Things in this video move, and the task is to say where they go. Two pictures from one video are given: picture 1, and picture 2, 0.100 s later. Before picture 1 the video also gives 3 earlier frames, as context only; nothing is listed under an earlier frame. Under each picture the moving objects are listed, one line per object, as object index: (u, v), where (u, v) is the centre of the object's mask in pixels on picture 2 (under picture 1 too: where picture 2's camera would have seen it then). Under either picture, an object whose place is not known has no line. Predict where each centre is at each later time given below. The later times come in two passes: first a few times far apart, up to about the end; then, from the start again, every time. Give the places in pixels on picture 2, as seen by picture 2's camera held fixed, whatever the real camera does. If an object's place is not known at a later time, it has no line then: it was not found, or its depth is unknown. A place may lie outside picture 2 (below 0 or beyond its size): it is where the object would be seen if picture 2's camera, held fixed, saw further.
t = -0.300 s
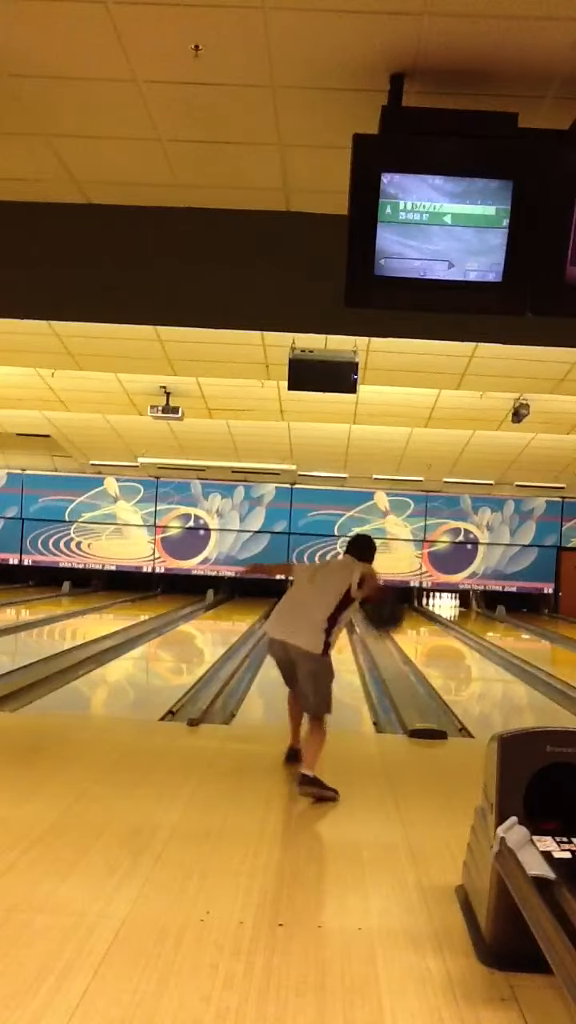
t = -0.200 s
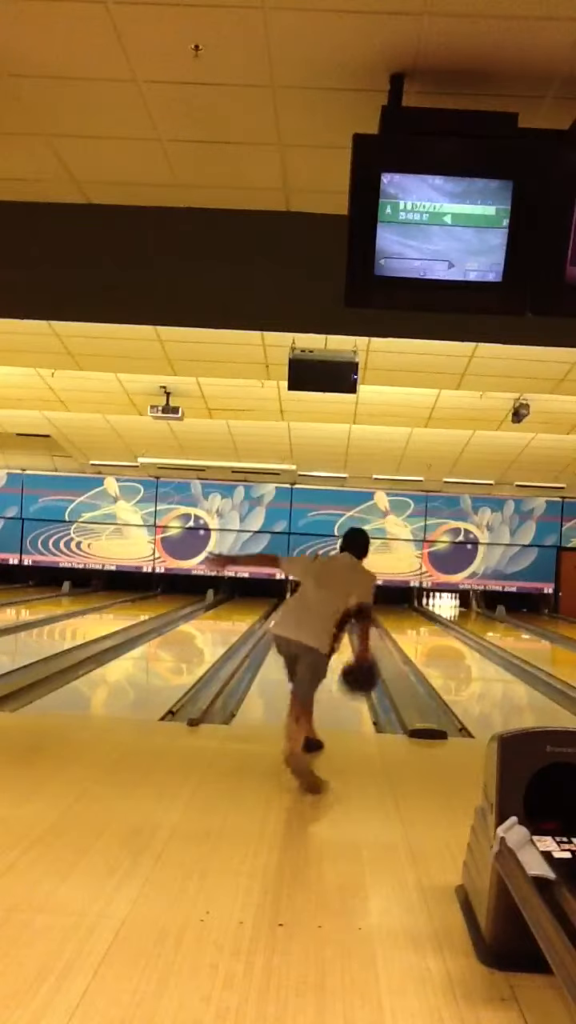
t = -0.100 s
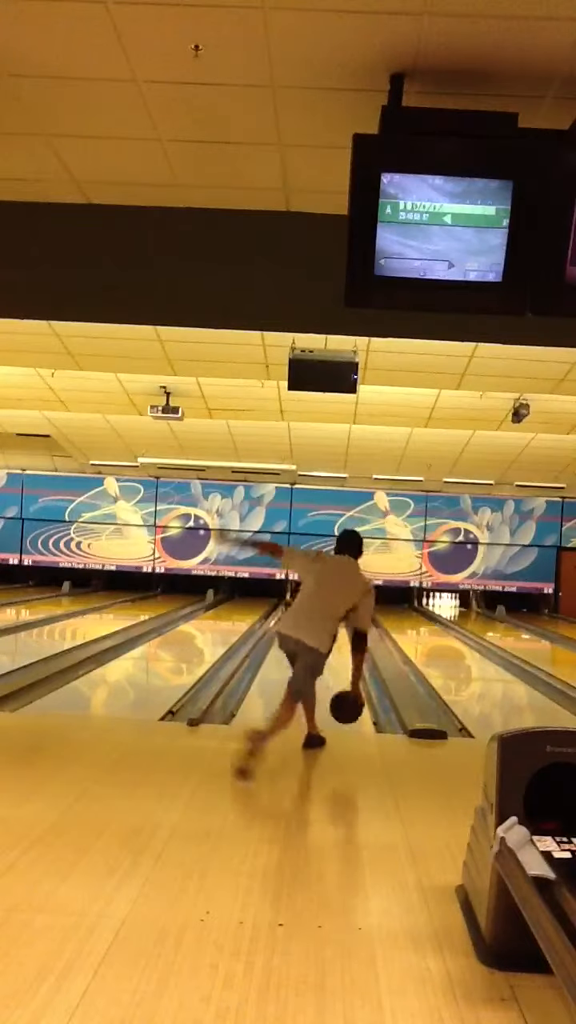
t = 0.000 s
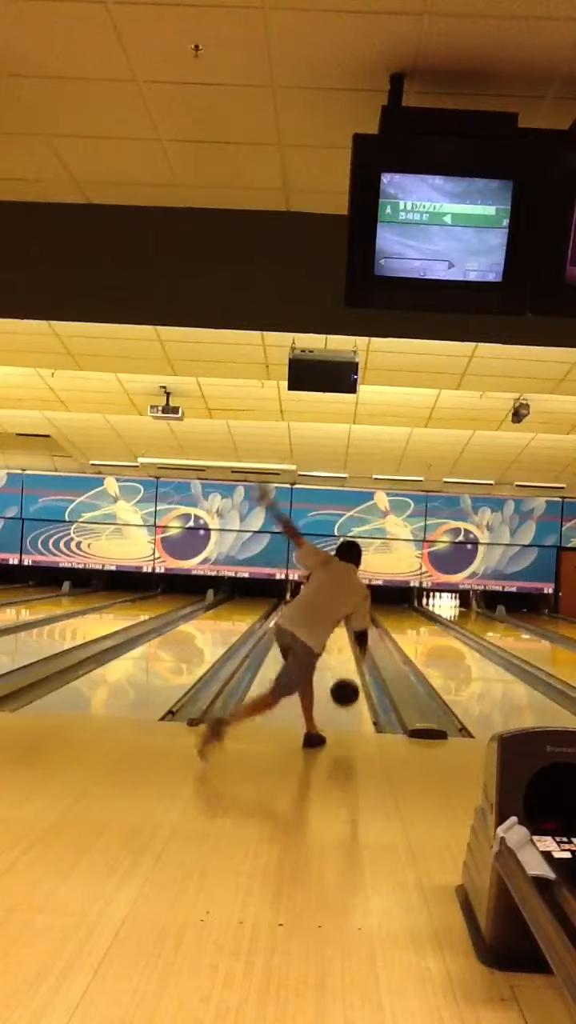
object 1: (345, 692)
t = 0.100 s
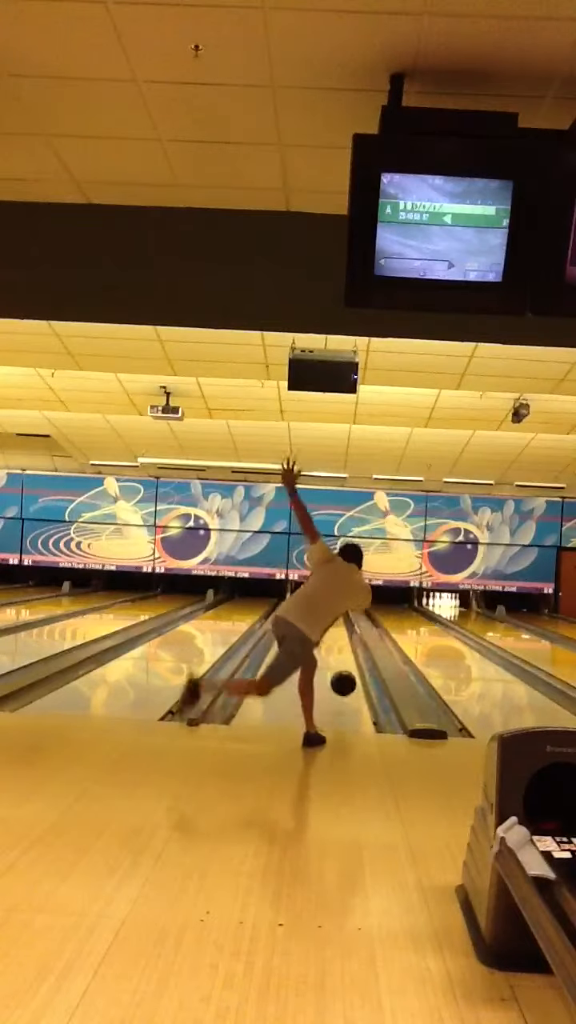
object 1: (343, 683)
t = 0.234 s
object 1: (341, 679)
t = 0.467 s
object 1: (338, 656)
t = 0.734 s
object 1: (336, 638)
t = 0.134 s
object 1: (342, 683)
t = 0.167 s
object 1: (342, 684)
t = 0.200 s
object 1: (341, 683)
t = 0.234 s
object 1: (341, 679)
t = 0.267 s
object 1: (340, 675)
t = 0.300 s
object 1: (340, 672)
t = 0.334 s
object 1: (340, 668)
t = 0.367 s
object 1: (340, 665)
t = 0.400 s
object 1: (339, 661)
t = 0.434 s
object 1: (339, 658)
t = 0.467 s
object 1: (338, 656)
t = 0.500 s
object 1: (338, 653)
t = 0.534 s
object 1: (338, 650)
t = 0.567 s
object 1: (337, 648)
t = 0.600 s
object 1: (337, 646)
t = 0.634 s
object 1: (337, 644)
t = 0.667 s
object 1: (337, 642)
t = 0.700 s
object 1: (337, 640)
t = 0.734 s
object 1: (336, 638)
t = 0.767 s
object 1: (336, 636)
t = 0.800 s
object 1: (336, 634)
